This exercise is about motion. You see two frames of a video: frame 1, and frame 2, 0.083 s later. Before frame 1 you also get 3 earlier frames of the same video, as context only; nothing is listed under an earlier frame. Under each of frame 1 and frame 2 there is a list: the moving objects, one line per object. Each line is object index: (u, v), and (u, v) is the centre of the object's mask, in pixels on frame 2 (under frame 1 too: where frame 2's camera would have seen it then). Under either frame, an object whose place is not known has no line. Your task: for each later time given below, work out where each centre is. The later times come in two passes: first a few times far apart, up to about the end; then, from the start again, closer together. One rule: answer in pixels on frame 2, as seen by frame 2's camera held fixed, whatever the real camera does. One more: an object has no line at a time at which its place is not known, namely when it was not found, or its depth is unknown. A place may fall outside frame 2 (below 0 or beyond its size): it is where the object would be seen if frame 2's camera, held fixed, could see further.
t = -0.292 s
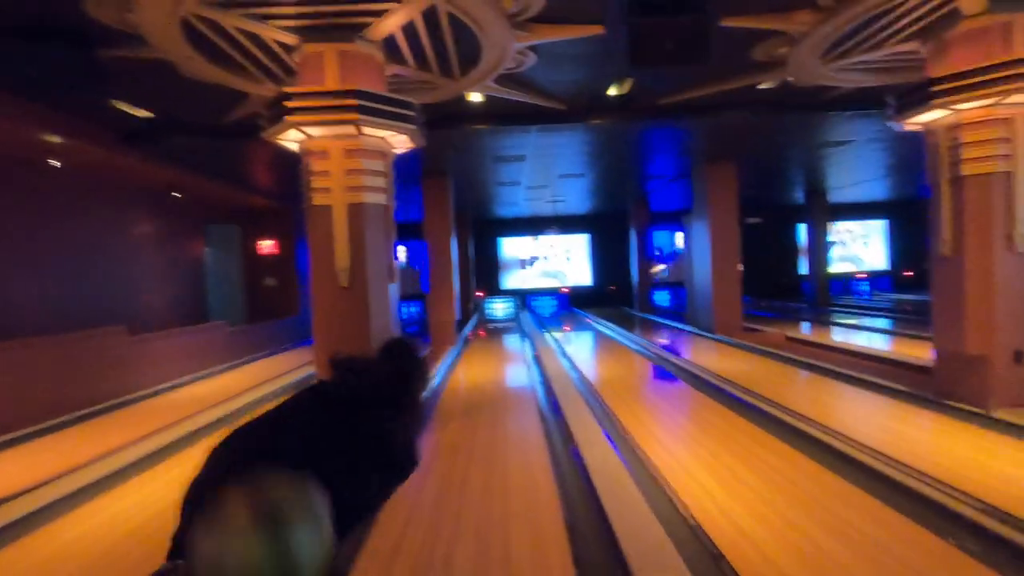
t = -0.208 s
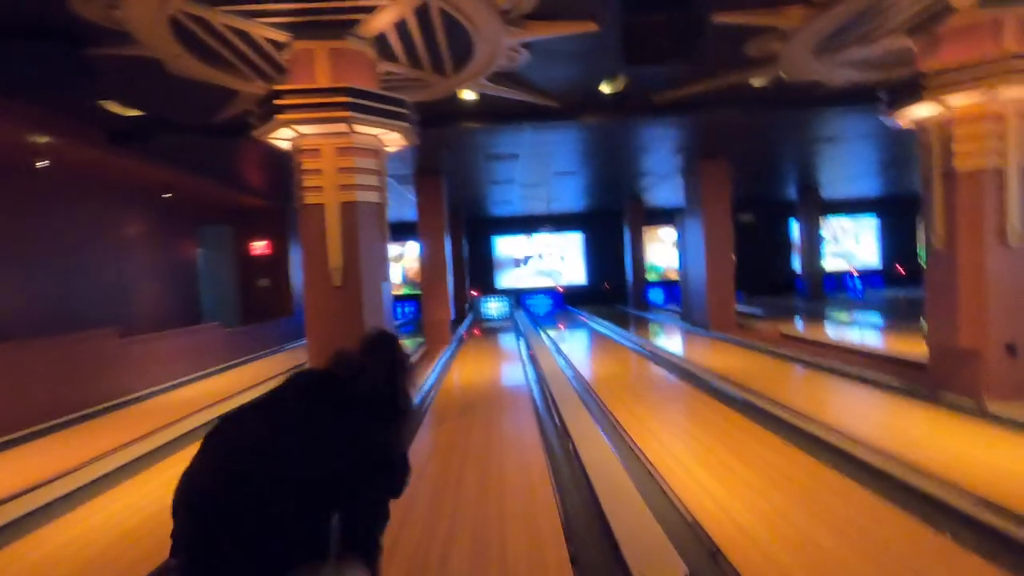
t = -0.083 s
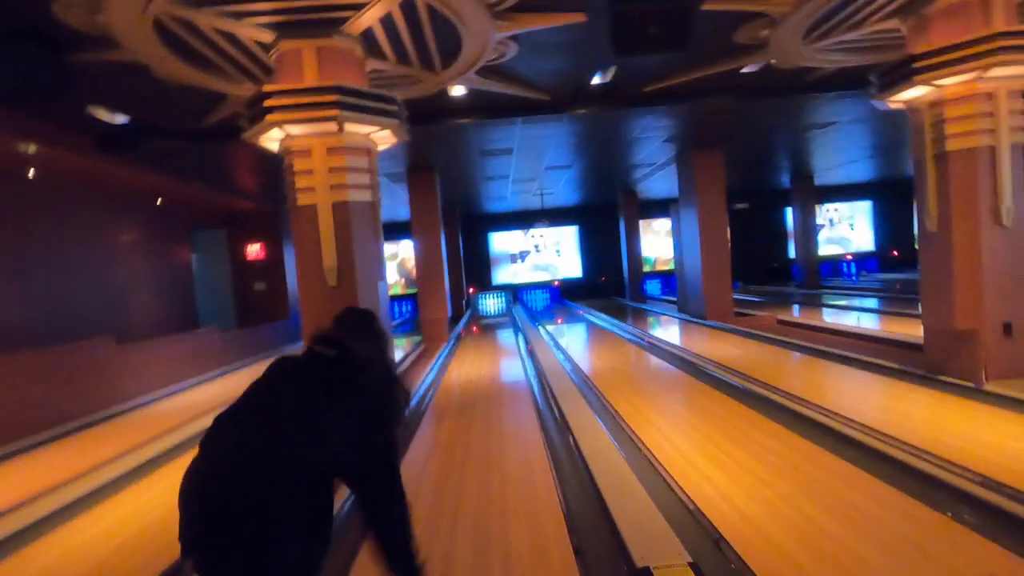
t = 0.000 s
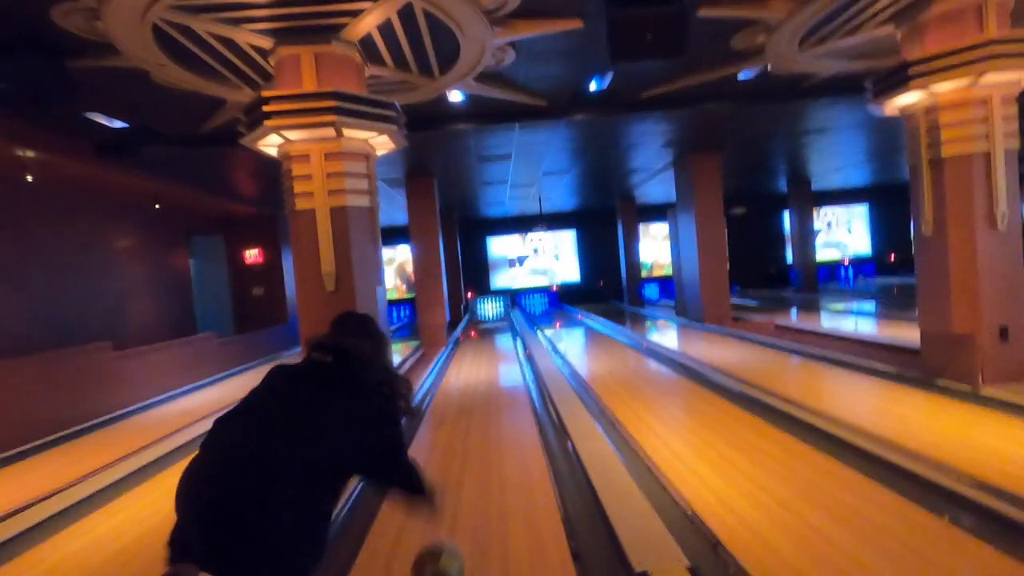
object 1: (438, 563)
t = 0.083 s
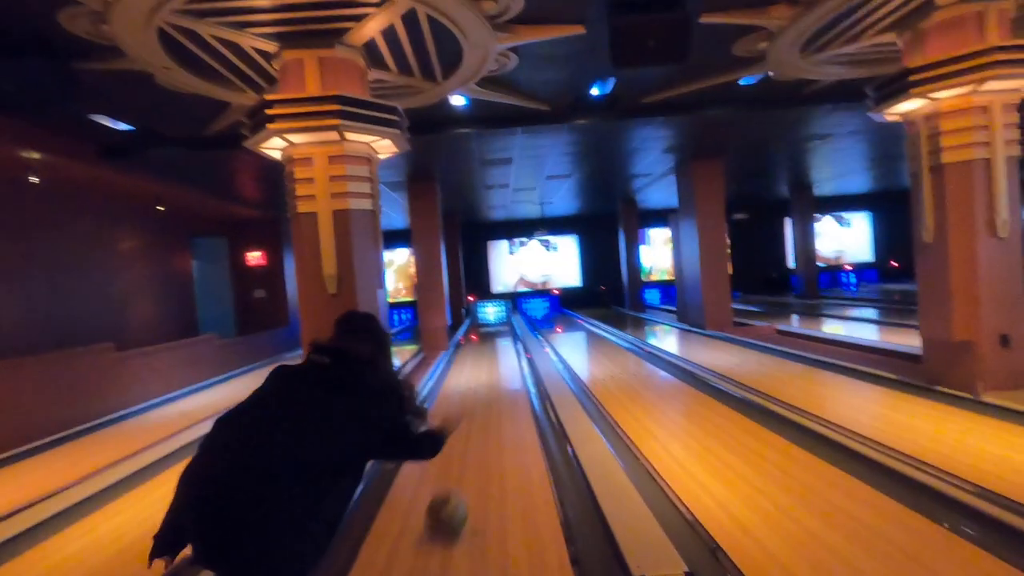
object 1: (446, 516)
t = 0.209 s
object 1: (456, 463)
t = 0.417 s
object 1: (464, 413)
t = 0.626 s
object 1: (468, 385)
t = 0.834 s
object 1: (471, 367)
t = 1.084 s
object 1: (473, 351)
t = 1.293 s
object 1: (475, 343)
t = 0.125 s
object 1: (450, 494)
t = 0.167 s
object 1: (453, 478)
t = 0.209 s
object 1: (456, 463)
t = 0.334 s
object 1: (461, 429)
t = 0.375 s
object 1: (462, 421)
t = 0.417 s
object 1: (464, 413)
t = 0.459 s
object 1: (465, 406)
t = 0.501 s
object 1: (466, 400)
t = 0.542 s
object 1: (466, 395)
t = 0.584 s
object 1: (467, 390)
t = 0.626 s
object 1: (468, 385)
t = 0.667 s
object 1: (469, 381)
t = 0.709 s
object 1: (470, 377)
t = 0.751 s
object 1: (470, 374)
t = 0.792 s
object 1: (470, 370)
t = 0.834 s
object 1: (471, 367)
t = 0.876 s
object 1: (471, 364)
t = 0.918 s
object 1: (472, 362)
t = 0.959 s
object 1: (472, 360)
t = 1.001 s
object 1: (472, 357)
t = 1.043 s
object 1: (473, 354)
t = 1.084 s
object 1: (473, 351)
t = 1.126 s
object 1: (474, 350)
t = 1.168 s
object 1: (474, 349)
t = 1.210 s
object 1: (474, 347)
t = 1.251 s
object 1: (474, 344)
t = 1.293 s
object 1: (475, 343)
